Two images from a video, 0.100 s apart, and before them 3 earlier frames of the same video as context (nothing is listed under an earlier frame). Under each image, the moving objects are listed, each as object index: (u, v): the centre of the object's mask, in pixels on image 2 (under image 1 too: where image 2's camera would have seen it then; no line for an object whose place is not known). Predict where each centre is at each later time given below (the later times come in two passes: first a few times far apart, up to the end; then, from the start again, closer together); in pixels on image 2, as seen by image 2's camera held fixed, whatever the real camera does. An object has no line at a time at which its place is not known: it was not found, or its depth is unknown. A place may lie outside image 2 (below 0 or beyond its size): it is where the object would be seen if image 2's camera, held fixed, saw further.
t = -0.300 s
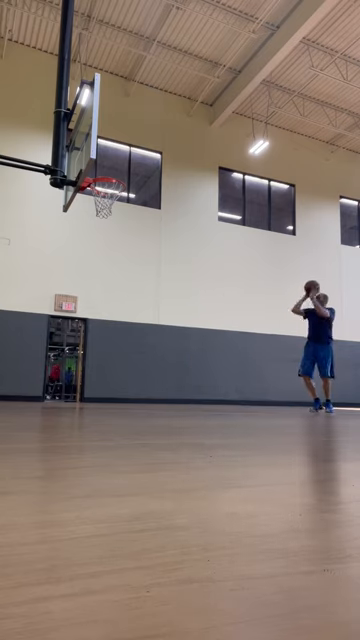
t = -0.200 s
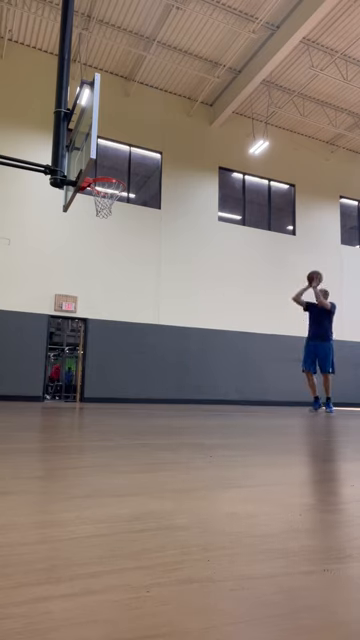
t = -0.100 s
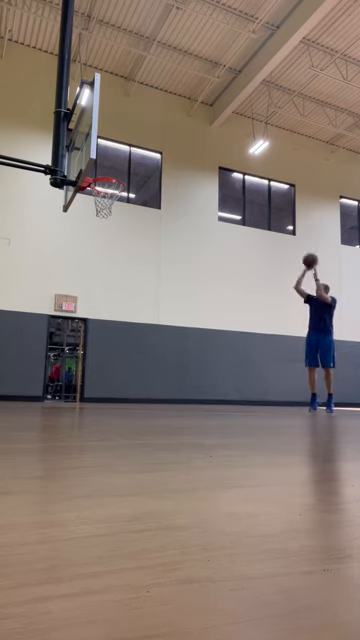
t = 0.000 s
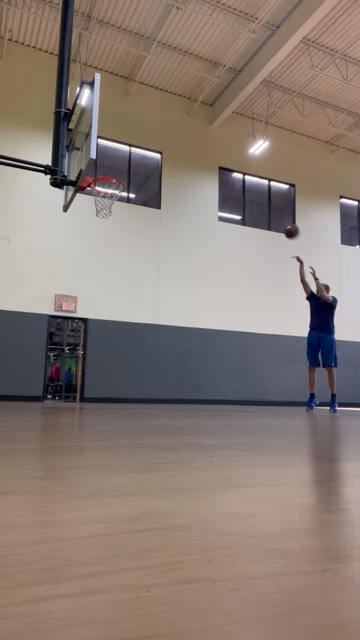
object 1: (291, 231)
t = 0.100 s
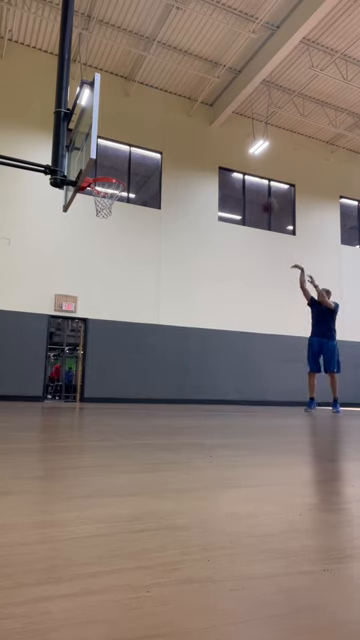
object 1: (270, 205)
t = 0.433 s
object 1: (189, 162)
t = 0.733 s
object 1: (108, 185)
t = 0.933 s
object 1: (87, 207)
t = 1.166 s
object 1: (77, 255)
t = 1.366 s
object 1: (63, 326)
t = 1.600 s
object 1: (60, 370)
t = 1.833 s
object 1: (76, 313)
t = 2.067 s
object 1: (87, 294)
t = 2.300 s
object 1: (96, 311)
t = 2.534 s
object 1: (103, 361)
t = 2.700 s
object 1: (106, 390)
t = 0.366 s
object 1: (206, 166)
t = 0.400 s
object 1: (198, 164)
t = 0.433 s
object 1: (189, 162)
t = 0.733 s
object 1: (108, 185)
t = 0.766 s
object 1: (101, 191)
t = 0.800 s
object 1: (95, 194)
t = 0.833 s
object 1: (91, 198)
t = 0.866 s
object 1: (90, 201)
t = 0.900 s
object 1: (89, 203)
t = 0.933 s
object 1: (87, 207)
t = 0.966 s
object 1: (86, 211)
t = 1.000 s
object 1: (84, 217)
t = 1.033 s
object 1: (83, 223)
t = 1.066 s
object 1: (82, 229)
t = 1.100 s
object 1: (80, 237)
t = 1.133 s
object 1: (79, 246)
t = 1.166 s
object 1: (77, 255)
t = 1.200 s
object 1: (75, 265)
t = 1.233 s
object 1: (73, 275)
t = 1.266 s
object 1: (72, 286)
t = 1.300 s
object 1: (70, 297)
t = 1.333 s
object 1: (68, 311)
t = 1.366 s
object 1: (63, 326)
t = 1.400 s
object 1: (62, 340)
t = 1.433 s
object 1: (60, 354)
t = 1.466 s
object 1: (59, 370)
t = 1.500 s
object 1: (57, 390)
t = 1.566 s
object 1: (58, 386)
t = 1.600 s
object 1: (60, 370)
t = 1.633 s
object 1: (63, 359)
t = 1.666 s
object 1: (67, 350)
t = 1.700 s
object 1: (67, 341)
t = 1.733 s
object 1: (69, 331)
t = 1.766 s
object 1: (72, 325)
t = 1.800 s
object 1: (73, 318)
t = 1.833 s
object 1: (76, 313)
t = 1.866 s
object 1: (77, 308)
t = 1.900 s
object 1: (79, 304)
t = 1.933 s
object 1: (81, 300)
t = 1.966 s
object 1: (82, 298)
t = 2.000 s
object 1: (84, 296)
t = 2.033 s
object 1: (85, 295)
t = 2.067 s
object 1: (87, 294)
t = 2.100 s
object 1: (89, 294)
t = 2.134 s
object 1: (90, 295)
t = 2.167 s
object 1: (91, 297)
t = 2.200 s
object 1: (92, 300)
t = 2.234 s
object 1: (94, 303)
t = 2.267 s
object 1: (95, 306)
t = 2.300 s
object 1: (96, 311)
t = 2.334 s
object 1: (97, 316)
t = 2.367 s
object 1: (98, 322)
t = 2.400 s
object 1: (99, 328)
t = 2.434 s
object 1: (100, 336)
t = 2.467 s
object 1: (101, 344)
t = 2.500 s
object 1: (102, 352)
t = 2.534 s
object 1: (103, 361)
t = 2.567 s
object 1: (103, 371)
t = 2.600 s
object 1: (104, 381)
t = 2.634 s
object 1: (104, 392)
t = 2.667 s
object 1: (105, 398)
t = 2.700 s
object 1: (106, 390)
